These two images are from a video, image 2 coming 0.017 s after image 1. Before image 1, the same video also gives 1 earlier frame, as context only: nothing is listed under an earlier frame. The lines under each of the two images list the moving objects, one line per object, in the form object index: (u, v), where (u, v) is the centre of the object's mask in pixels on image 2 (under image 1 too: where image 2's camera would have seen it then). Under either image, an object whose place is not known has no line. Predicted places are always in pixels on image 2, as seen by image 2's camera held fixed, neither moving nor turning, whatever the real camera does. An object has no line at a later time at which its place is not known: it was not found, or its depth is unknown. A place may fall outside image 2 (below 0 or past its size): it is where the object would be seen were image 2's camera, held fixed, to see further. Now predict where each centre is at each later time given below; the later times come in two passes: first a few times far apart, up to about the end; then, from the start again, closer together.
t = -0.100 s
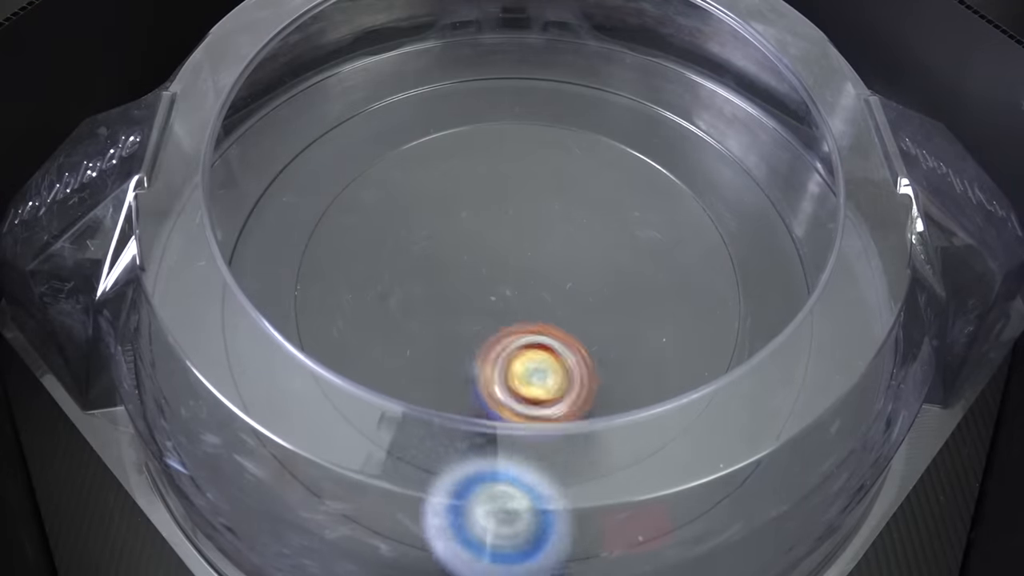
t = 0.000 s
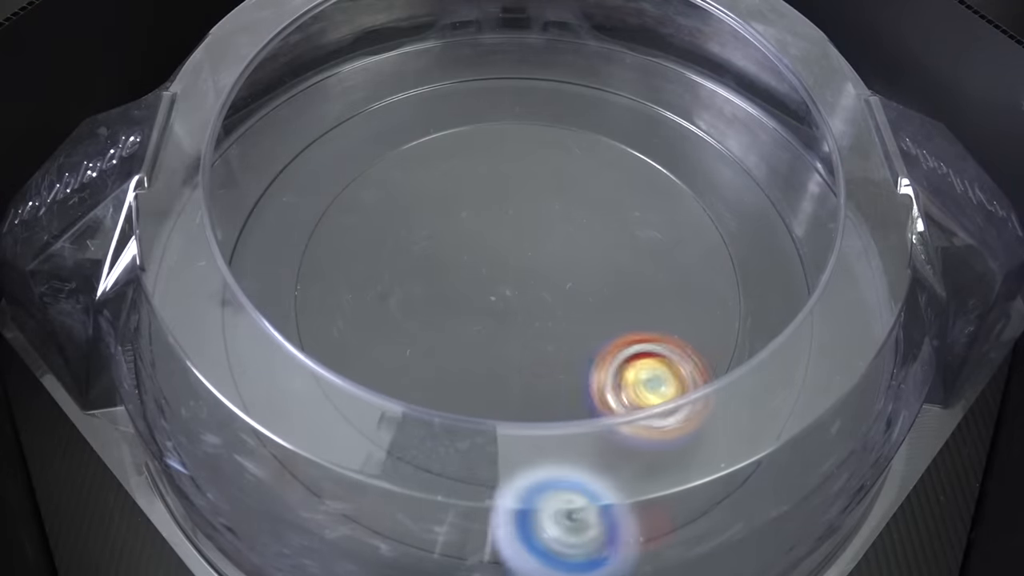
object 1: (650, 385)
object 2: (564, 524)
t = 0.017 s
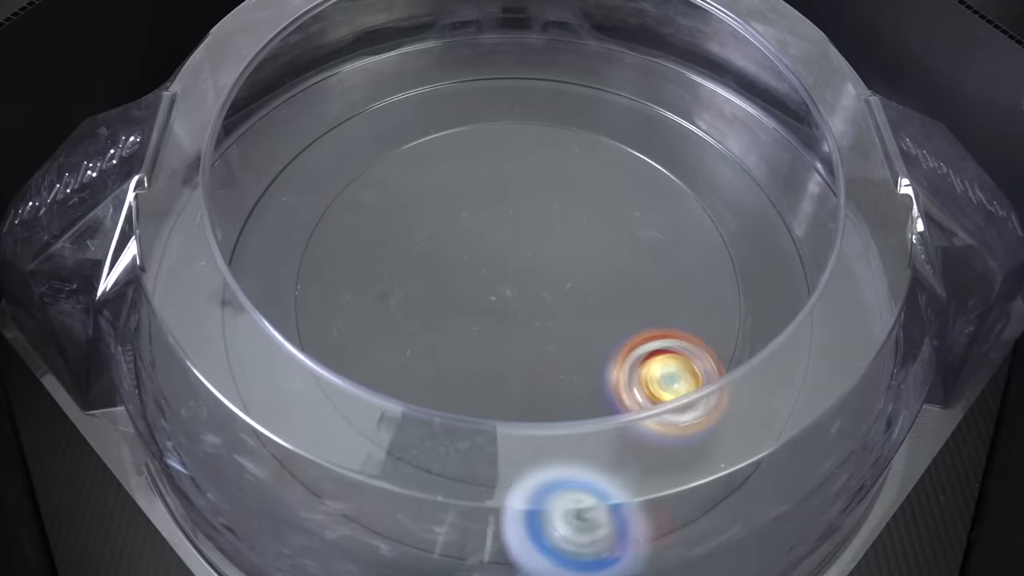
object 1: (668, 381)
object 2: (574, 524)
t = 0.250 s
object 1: (718, 233)
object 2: (680, 493)
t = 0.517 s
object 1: (498, 110)
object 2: (736, 455)
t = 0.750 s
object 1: (350, 278)
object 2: (735, 457)
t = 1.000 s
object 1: (547, 419)
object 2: (702, 501)
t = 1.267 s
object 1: (573, 256)
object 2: (807, 440)
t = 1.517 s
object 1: (448, 204)
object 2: (834, 357)
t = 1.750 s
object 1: (439, 365)
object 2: (876, 293)
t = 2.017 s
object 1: (664, 351)
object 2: (871, 263)
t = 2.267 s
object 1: (588, 170)
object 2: (874, 290)
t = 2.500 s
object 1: (373, 180)
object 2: (803, 344)
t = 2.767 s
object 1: (380, 413)
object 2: (517, 372)
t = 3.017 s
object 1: (553, 521)
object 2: (500, 156)
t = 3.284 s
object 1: (669, 410)
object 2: (697, 127)
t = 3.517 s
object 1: (609, 239)
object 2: (755, 185)
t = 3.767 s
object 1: (377, 195)
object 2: (705, 254)
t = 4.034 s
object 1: (293, 421)
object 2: (488, 357)
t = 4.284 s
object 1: (342, 443)
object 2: (576, 225)
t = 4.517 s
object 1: (467, 366)
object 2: (586, 322)
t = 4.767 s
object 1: (299, 456)
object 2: (666, 217)
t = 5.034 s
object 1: (325, 437)
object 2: (519, 326)
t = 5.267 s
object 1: (249, 351)
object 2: (382, 221)
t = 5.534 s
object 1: (244, 268)
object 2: (487, 88)
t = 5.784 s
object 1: (263, 199)
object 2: (465, 64)
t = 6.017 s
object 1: (304, 127)
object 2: (398, 77)
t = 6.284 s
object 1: (255, 230)
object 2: (546, 74)
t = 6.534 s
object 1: (332, 321)
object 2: (636, 207)
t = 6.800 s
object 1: (294, 487)
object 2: (759, 278)
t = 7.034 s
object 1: (309, 332)
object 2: (869, 199)
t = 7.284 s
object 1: (434, 293)
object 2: (940, 303)
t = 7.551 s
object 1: (562, 227)
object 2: (935, 275)
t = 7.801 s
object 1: (521, 175)
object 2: (939, 299)
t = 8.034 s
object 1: (491, 277)
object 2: (934, 276)
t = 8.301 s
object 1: (621, 329)
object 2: (953, 285)
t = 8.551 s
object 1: (672, 265)
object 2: (950, 306)
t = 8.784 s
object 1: (514, 267)
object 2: (954, 307)
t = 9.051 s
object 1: (444, 360)
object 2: (954, 307)
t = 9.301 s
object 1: (517, 408)
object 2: (953, 306)
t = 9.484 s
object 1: (561, 314)
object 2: (953, 305)
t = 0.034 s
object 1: (683, 375)
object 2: (582, 522)
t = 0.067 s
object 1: (709, 360)
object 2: (598, 518)
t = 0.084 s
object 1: (720, 352)
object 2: (605, 515)
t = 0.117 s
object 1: (736, 330)
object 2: (621, 510)
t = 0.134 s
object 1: (737, 315)
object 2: (629, 507)
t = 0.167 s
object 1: (744, 295)
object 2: (647, 505)
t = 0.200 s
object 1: (739, 270)
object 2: (663, 503)
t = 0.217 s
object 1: (733, 257)
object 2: (670, 500)
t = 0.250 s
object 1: (718, 233)
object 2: (680, 493)
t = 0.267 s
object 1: (709, 221)
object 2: (683, 489)
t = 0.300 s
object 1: (688, 197)
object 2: (692, 480)
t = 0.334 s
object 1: (665, 174)
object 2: (704, 476)
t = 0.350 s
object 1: (653, 165)
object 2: (710, 474)
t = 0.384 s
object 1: (625, 145)
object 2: (718, 470)
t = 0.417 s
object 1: (596, 128)
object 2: (722, 463)
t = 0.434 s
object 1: (580, 121)
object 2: (725, 461)
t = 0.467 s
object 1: (549, 113)
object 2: (732, 459)
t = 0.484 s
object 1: (532, 110)
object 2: (733, 457)
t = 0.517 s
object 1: (498, 110)
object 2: (736, 455)
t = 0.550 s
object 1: (465, 116)
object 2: (740, 453)
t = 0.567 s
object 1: (448, 122)
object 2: (740, 452)
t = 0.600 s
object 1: (418, 139)
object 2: (741, 451)
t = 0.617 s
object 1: (404, 148)
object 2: (742, 451)
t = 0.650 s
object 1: (380, 173)
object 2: (742, 451)
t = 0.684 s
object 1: (360, 202)
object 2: (741, 452)
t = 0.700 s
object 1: (355, 221)
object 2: (739, 453)
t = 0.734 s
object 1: (349, 258)
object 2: (736, 456)
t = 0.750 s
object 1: (350, 278)
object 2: (735, 457)
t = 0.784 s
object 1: (362, 317)
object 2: (729, 462)
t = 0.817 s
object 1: (387, 347)
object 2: (720, 467)
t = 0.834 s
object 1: (400, 367)
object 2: (716, 471)
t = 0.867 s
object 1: (441, 402)
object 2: (707, 478)
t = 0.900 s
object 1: (483, 422)
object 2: (695, 486)
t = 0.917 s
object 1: (507, 429)
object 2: (688, 490)
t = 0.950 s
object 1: (548, 434)
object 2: (681, 502)
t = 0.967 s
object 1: (548, 430)
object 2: (688, 500)
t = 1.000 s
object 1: (547, 419)
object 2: (702, 501)
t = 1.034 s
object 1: (550, 392)
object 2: (716, 508)
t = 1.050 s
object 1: (552, 386)
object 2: (725, 510)
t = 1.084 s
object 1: (556, 377)
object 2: (745, 511)
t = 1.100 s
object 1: (558, 371)
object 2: (750, 506)
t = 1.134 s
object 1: (563, 352)
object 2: (756, 491)
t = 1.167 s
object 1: (570, 331)
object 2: (769, 478)
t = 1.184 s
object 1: (573, 319)
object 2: (775, 472)
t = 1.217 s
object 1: (578, 294)
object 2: (792, 462)
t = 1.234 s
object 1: (578, 281)
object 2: (801, 457)
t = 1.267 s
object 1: (573, 256)
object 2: (807, 440)
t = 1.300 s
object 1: (565, 234)
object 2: (813, 423)
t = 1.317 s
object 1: (559, 225)
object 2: (818, 415)
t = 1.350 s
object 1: (542, 207)
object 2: (831, 403)
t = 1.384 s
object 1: (524, 196)
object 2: (826, 387)
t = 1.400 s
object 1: (515, 192)
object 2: (825, 383)
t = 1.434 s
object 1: (496, 188)
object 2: (822, 374)
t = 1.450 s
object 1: (485, 189)
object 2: (822, 370)
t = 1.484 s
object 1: (467, 194)
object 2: (823, 360)
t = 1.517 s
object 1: (448, 204)
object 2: (834, 357)
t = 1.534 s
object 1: (440, 211)
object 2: (832, 348)
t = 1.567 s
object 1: (425, 229)
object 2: (846, 343)
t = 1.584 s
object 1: (419, 239)
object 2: (849, 339)
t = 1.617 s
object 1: (408, 264)
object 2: (856, 328)
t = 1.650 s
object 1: (405, 293)
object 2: (858, 315)
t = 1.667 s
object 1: (405, 307)
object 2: (862, 313)
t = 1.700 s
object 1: (412, 337)
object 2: (868, 305)
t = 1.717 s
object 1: (419, 350)
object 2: (871, 301)
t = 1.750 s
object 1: (439, 365)
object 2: (876, 293)
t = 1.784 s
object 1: (460, 387)
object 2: (873, 288)
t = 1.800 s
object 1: (474, 394)
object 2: (872, 285)
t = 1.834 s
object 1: (505, 403)
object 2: (871, 281)
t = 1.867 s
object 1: (542, 393)
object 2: (871, 276)
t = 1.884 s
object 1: (559, 392)
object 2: (871, 273)
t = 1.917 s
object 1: (591, 387)
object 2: (872, 266)
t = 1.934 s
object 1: (606, 383)
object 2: (874, 264)
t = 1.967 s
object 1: (632, 373)
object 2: (873, 262)
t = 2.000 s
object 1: (655, 359)
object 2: (872, 262)
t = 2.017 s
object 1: (664, 351)
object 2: (871, 263)
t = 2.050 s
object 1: (678, 332)
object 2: (871, 263)
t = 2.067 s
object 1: (681, 317)
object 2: (872, 263)
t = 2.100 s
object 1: (681, 290)
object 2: (873, 263)
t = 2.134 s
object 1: (674, 263)
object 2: (877, 267)
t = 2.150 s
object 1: (667, 249)
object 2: (891, 267)
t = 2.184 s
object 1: (650, 222)
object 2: (891, 271)
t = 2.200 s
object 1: (640, 211)
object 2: (891, 274)
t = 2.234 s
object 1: (616, 189)
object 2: (874, 284)
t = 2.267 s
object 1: (588, 170)
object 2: (874, 290)
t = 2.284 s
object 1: (574, 163)
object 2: (874, 295)
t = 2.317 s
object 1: (542, 152)
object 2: (872, 304)
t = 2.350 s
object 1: (511, 146)
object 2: (868, 311)
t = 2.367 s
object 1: (495, 144)
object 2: (868, 314)
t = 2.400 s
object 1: (463, 146)
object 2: (854, 322)
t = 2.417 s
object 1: (447, 149)
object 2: (848, 325)
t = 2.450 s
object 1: (415, 157)
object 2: (832, 331)
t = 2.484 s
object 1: (386, 171)
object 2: (812, 336)
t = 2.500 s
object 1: (373, 180)
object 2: (803, 344)
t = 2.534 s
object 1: (349, 201)
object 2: (781, 346)
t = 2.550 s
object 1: (338, 213)
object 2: (768, 344)
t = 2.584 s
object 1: (321, 241)
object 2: (741, 349)
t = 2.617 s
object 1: (311, 271)
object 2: (710, 353)
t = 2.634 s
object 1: (311, 286)
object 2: (687, 348)
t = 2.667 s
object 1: (318, 310)
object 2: (653, 358)
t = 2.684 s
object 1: (318, 329)
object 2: (633, 363)
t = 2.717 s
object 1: (333, 362)
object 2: (589, 371)
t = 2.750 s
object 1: (361, 399)
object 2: (540, 374)
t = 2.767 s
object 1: (380, 413)
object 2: (517, 372)
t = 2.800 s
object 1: (395, 446)
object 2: (490, 356)
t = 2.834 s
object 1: (394, 504)
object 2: (479, 327)
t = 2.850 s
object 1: (399, 516)
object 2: (473, 310)
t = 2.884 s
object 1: (420, 517)
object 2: (466, 274)
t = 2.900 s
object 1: (432, 521)
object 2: (464, 257)
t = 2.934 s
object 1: (462, 524)
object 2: (467, 224)
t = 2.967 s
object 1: (496, 525)
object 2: (477, 192)
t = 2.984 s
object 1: (514, 525)
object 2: (483, 179)
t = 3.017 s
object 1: (553, 521)
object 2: (500, 156)
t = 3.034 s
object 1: (572, 516)
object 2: (510, 146)
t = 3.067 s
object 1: (603, 507)
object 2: (532, 130)
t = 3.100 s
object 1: (628, 494)
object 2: (556, 120)
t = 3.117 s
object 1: (639, 490)
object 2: (569, 117)
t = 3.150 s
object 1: (655, 484)
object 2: (598, 114)
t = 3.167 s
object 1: (661, 482)
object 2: (612, 115)
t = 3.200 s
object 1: (673, 455)
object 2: (640, 120)
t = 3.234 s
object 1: (673, 435)
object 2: (665, 124)
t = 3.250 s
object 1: (674, 425)
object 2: (675, 127)
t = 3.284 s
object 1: (669, 410)
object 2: (697, 127)
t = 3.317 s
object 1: (663, 391)
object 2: (714, 125)
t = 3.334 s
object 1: (660, 379)
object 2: (721, 125)
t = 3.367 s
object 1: (654, 357)
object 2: (732, 130)
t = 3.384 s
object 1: (653, 349)
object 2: (735, 137)
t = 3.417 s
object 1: (649, 324)
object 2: (742, 153)
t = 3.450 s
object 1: (641, 296)
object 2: (749, 167)
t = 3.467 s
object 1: (635, 281)
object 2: (751, 173)
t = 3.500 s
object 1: (619, 253)
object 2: (754, 181)
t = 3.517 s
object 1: (609, 239)
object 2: (755, 185)
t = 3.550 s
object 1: (584, 216)
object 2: (753, 193)
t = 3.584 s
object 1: (554, 199)
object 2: (751, 198)
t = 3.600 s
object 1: (538, 191)
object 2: (749, 200)
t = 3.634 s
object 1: (506, 181)
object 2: (744, 206)
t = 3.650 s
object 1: (489, 178)
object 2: (742, 209)
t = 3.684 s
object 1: (456, 175)
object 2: (736, 216)
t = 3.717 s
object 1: (423, 179)
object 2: (727, 227)
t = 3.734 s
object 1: (407, 184)
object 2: (721, 235)
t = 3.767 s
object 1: (377, 195)
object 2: (705, 254)
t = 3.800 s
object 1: (351, 212)
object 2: (688, 276)
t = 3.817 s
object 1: (339, 223)
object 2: (678, 289)
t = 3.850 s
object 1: (320, 246)
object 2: (654, 316)
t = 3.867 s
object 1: (312, 260)
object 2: (638, 331)
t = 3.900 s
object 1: (306, 286)
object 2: (601, 356)
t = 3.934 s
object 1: (309, 312)
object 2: (559, 370)
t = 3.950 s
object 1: (311, 325)
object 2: (535, 374)
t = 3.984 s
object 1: (330, 358)
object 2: (491, 373)
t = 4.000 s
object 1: (341, 372)
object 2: (472, 370)
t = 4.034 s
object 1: (293, 421)
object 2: (488, 357)
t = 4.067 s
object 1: (265, 447)
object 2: (510, 335)
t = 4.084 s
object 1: (256, 458)
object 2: (519, 322)
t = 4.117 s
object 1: (260, 473)
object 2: (535, 297)
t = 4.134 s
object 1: (269, 471)
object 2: (541, 284)
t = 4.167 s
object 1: (285, 466)
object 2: (549, 263)
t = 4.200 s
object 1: (301, 460)
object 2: (556, 246)
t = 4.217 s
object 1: (311, 459)
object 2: (561, 238)
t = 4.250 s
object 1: (329, 452)
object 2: (569, 229)
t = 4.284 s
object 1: (342, 443)
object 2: (576, 225)
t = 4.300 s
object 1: (346, 438)
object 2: (581, 225)
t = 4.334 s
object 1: (358, 423)
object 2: (589, 229)
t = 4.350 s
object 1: (364, 418)
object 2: (593, 233)
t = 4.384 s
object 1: (372, 410)
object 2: (601, 245)
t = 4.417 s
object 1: (388, 398)
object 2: (607, 260)
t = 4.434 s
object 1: (398, 393)
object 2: (609, 271)
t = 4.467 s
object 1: (423, 386)
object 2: (606, 292)
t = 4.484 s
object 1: (437, 377)
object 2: (602, 303)
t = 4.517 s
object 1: (467, 366)
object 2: (586, 322)
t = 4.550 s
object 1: (445, 369)
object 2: (601, 309)
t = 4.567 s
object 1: (419, 391)
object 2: (615, 297)
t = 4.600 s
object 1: (383, 412)
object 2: (638, 271)
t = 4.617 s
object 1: (370, 417)
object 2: (646, 259)
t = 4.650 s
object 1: (334, 444)
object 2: (658, 240)
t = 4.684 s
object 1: (304, 457)
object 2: (665, 226)
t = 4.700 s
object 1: (299, 456)
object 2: (667, 221)
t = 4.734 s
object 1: (299, 456)
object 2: (668, 216)
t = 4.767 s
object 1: (299, 456)
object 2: (666, 217)
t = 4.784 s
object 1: (302, 456)
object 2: (665, 219)
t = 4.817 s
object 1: (308, 456)
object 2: (662, 229)
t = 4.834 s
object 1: (317, 459)
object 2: (659, 235)
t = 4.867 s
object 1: (329, 457)
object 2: (651, 252)
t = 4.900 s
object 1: (334, 454)
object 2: (638, 273)
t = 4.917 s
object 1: (337, 454)
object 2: (629, 284)
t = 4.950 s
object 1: (338, 451)
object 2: (604, 303)
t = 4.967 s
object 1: (336, 448)
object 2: (589, 311)
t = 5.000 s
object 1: (332, 444)
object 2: (555, 322)
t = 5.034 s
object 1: (325, 437)
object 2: (519, 326)
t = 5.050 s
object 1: (315, 430)
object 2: (502, 326)
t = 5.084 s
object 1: (300, 424)
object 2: (468, 320)
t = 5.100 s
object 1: (291, 420)
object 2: (453, 315)
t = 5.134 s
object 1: (272, 409)
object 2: (426, 301)
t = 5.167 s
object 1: (254, 393)
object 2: (406, 284)
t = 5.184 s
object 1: (245, 389)
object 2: (398, 274)
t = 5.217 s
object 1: (241, 376)
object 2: (388, 254)
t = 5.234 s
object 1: (242, 372)
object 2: (385, 243)
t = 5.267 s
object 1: (249, 351)
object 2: (382, 221)
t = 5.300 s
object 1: (248, 336)
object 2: (385, 200)
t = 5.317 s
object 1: (246, 329)
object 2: (387, 189)
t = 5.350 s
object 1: (238, 319)
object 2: (395, 168)
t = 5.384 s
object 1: (229, 306)
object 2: (407, 148)
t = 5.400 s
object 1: (225, 299)
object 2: (414, 139)
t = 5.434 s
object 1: (222, 291)
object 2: (430, 120)
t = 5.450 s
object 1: (227, 287)
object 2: (439, 112)
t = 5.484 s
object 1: (236, 279)
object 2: (461, 101)
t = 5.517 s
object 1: (242, 273)
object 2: (479, 92)
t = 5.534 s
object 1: (244, 268)
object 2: (487, 88)
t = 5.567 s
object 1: (246, 258)
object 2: (498, 79)
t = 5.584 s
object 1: (246, 252)
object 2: (502, 77)
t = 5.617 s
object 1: (246, 239)
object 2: (507, 73)
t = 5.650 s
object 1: (252, 223)
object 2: (507, 70)
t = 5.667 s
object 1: (252, 218)
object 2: (505, 69)
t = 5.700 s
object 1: (253, 209)
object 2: (498, 67)
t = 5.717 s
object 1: (249, 206)
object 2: (493, 66)
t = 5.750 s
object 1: (258, 204)
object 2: (480, 65)
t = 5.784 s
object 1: (263, 199)
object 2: (465, 64)
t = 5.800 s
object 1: (266, 196)
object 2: (458, 63)
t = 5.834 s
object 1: (274, 188)
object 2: (448, 64)
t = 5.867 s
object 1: (279, 179)
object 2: (443, 68)
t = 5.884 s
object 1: (283, 173)
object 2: (440, 69)
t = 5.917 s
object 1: (288, 160)
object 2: (432, 71)
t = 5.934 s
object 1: (291, 154)
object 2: (427, 73)
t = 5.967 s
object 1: (297, 140)
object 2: (414, 75)
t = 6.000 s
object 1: (303, 128)
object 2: (401, 77)
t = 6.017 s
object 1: (304, 127)
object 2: (398, 77)
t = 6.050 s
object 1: (293, 137)
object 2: (412, 68)
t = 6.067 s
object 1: (288, 144)
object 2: (421, 65)
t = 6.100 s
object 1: (278, 160)
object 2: (443, 63)
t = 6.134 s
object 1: (270, 178)
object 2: (468, 62)
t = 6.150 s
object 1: (265, 185)
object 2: (482, 63)
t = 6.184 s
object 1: (261, 199)
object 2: (505, 63)
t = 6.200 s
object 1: (260, 205)
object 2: (514, 64)
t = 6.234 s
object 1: (259, 216)
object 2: (529, 67)
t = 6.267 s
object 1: (257, 225)
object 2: (541, 71)
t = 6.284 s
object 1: (255, 230)
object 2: (546, 74)
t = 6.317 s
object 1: (256, 239)
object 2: (555, 83)
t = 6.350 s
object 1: (260, 250)
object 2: (564, 91)
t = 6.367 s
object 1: (263, 256)
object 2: (569, 97)
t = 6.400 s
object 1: (270, 266)
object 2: (579, 113)
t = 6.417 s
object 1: (274, 272)
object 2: (585, 124)
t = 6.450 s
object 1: (287, 282)
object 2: (598, 143)
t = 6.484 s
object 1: (303, 295)
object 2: (614, 167)
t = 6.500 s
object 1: (310, 304)
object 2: (622, 179)
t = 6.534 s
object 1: (332, 321)
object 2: (636, 207)
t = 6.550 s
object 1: (345, 331)
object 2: (642, 220)
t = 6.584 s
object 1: (368, 355)
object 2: (651, 247)
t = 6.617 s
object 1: (403, 370)
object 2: (651, 277)
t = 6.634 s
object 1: (419, 379)
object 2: (649, 293)
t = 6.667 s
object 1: (456, 390)
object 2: (639, 322)
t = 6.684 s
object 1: (476, 390)
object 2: (632, 336)
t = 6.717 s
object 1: (495, 397)
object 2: (626, 354)
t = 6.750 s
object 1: (418, 436)
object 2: (687, 323)
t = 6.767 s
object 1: (376, 454)
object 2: (714, 311)
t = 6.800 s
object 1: (294, 487)
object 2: (759, 278)
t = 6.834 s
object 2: (806, 253)
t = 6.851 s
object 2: (824, 245)
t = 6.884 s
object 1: (285, 433)
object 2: (855, 226)
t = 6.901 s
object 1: (287, 427)
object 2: (864, 221)
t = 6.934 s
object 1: (295, 391)
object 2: (866, 209)
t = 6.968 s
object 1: (304, 370)
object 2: (865, 202)
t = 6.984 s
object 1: (305, 360)
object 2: (866, 200)
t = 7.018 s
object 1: (308, 341)
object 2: (867, 196)
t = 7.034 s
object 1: (309, 332)
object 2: (869, 199)
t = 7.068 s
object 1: (320, 317)
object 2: (890, 210)
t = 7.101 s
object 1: (325, 311)
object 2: (909, 218)
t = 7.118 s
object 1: (329, 308)
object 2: (916, 223)
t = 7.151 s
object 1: (343, 304)
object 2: (934, 236)
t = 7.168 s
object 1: (351, 302)
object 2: (937, 252)
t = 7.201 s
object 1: (373, 296)
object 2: (939, 287)
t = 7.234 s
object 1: (395, 294)
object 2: (941, 289)
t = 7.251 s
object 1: (407, 294)
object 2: (942, 293)
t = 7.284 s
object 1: (434, 293)
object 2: (940, 303)
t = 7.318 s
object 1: (458, 293)
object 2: (941, 298)
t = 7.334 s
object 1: (472, 290)
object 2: (941, 295)
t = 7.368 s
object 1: (496, 285)
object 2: (941, 290)
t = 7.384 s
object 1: (506, 281)
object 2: (939, 289)
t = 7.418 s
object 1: (527, 271)
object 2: (941, 285)
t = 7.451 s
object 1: (543, 260)
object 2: (938, 281)
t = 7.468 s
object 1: (548, 254)
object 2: (939, 280)
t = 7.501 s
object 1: (557, 243)
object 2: (936, 278)
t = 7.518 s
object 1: (560, 239)
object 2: (936, 276)
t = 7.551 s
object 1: (562, 227)
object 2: (935, 275)
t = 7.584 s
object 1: (562, 216)
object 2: (936, 277)
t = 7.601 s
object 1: (560, 212)
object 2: (936, 278)
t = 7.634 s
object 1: (556, 203)
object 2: (937, 280)
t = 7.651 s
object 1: (555, 200)
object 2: (937, 282)
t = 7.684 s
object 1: (547, 192)
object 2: (938, 286)
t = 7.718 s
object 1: (541, 185)
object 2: (938, 288)
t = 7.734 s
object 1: (539, 183)
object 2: (938, 290)
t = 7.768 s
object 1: (529, 178)
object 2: (939, 294)
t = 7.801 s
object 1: (521, 175)
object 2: (939, 299)
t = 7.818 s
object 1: (516, 176)
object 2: (940, 300)
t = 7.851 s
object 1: (504, 178)
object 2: (939, 295)
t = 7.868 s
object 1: (500, 181)
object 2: (940, 294)
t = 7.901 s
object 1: (489, 195)
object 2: (938, 289)
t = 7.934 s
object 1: (482, 213)
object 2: (938, 286)
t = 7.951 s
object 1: (482, 223)
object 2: (937, 284)
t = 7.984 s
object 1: (481, 246)
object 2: (937, 281)
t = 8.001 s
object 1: (483, 256)
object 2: (935, 277)
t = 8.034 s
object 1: (491, 277)
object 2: (934, 276)
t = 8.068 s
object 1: (503, 297)
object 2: (934, 273)
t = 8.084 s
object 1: (509, 304)
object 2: (939, 276)
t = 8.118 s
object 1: (526, 317)
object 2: (938, 268)
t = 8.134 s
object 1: (533, 323)
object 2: (936, 267)
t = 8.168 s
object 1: (553, 330)
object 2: (928, 267)
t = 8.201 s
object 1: (572, 334)
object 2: (943, 269)
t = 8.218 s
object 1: (580, 335)
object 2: (943, 271)
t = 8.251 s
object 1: (598, 333)
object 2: (949, 276)
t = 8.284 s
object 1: (613, 330)
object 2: (951, 282)
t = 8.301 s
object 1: (621, 329)
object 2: (953, 285)
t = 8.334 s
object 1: (635, 324)
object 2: (953, 290)
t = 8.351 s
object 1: (643, 322)
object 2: (953, 293)
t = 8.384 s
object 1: (655, 317)
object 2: (954, 297)
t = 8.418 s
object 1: (666, 310)
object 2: (953, 301)
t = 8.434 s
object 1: (673, 305)
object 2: (952, 303)
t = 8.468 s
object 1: (681, 296)
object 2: (951, 304)
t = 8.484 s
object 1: (682, 289)
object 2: (951, 304)
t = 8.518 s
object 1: (681, 277)
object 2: (950, 305)
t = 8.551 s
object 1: (672, 265)
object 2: (950, 306)
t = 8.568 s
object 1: (663, 259)
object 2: (951, 307)
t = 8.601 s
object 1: (645, 253)
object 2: (950, 306)
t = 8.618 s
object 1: (634, 251)
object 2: (953, 308)
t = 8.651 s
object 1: (610, 248)
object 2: (952, 307)
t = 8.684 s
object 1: (584, 250)
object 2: (953, 307)
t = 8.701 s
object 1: (574, 252)
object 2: (950, 306)
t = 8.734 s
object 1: (547, 257)
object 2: (950, 305)
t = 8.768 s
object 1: (522, 264)
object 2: (950, 305)
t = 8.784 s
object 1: (514, 267)
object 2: (954, 307)
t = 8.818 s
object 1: (495, 278)
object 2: (950, 305)
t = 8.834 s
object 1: (485, 283)
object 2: (953, 307)
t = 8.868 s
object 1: (472, 294)
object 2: (953, 307)
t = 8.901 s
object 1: (461, 306)
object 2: (954, 307)
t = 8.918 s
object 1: (455, 312)
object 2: (953, 307)
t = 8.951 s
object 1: (449, 324)
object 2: (953, 307)
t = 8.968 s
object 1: (447, 332)
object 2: (951, 305)
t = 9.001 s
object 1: (443, 344)
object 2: (954, 307)
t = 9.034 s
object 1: (442, 356)
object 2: (954, 306)
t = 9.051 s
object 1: (444, 360)
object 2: (954, 307)
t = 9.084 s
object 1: (444, 368)
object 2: (954, 306)
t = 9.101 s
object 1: (445, 371)
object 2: (951, 305)
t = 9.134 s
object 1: (448, 389)
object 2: (954, 306)
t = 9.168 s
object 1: (454, 401)
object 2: (954, 306)
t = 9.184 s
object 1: (456, 406)
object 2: (954, 306)
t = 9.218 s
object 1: (469, 414)
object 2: (951, 305)
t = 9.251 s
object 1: (488, 415)
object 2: (951, 305)
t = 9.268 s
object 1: (497, 415)
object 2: (954, 306)
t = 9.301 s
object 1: (517, 408)
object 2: (953, 306)
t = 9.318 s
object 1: (527, 401)
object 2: (953, 306)
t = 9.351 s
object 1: (544, 381)
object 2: (953, 305)
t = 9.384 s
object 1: (553, 370)
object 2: (953, 305)
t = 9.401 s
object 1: (557, 360)
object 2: (951, 305)
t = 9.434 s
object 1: (561, 341)
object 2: (953, 305)
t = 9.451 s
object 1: (563, 333)
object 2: (953, 305)
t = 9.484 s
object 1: (561, 314)
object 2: (953, 305)
